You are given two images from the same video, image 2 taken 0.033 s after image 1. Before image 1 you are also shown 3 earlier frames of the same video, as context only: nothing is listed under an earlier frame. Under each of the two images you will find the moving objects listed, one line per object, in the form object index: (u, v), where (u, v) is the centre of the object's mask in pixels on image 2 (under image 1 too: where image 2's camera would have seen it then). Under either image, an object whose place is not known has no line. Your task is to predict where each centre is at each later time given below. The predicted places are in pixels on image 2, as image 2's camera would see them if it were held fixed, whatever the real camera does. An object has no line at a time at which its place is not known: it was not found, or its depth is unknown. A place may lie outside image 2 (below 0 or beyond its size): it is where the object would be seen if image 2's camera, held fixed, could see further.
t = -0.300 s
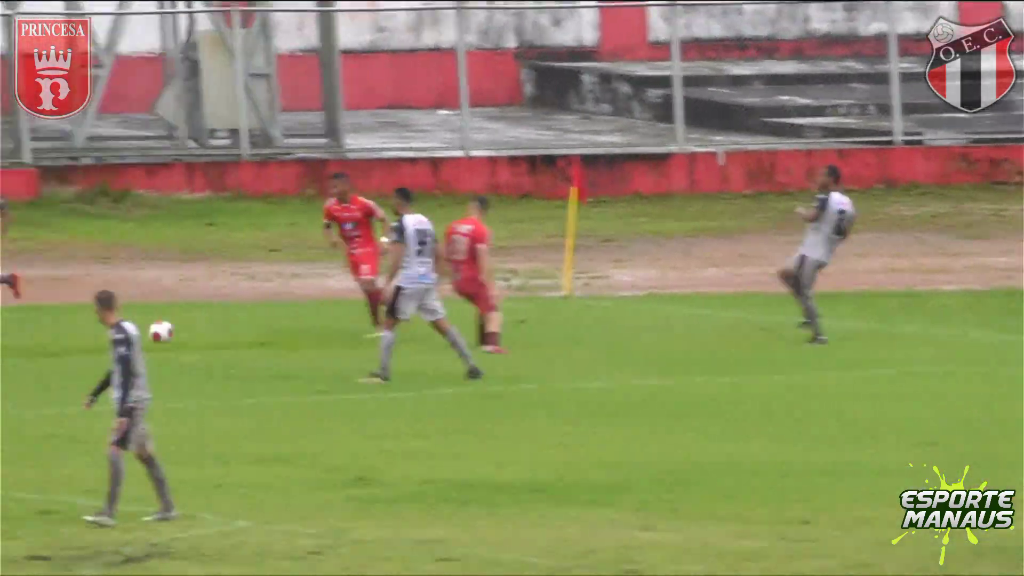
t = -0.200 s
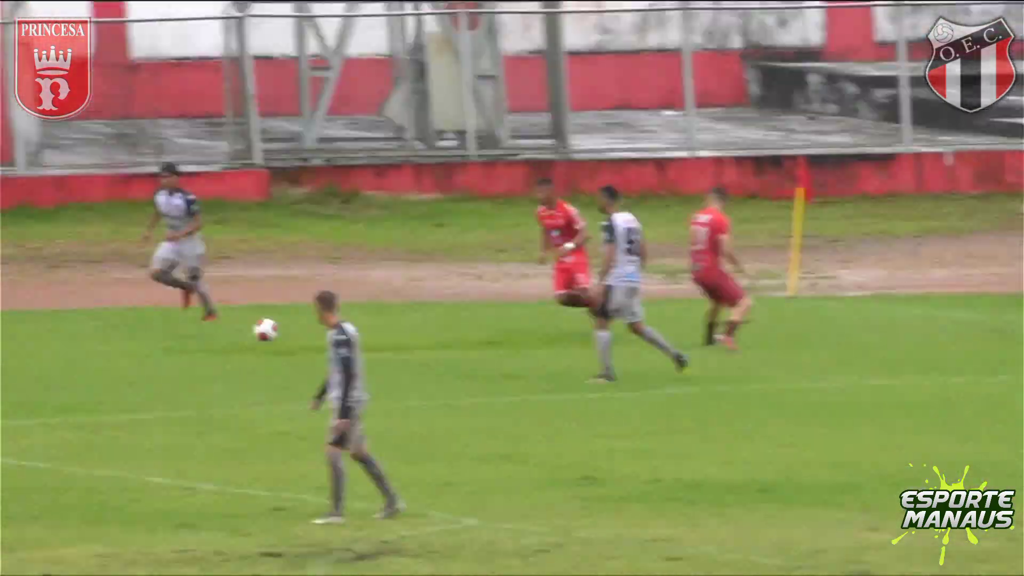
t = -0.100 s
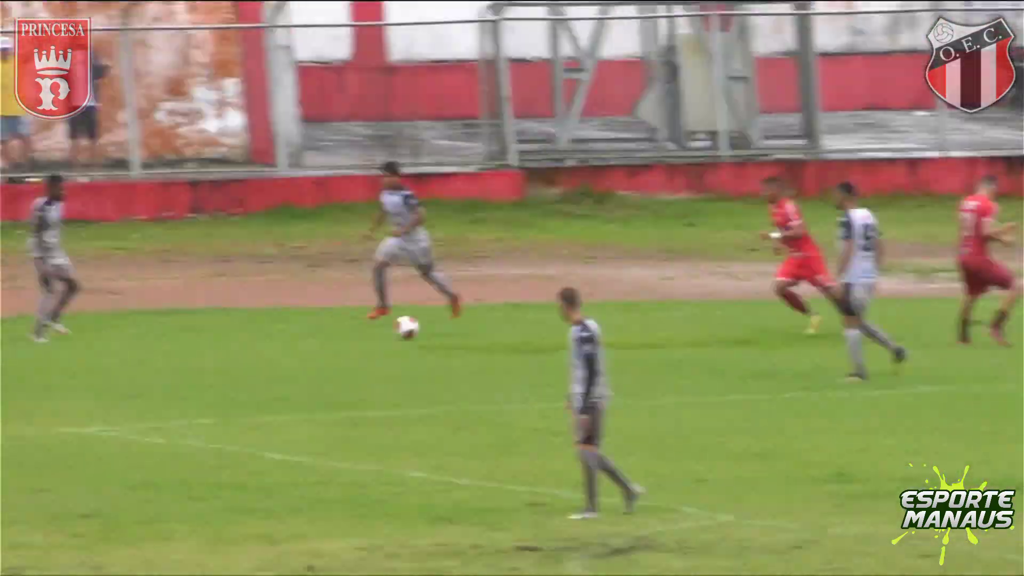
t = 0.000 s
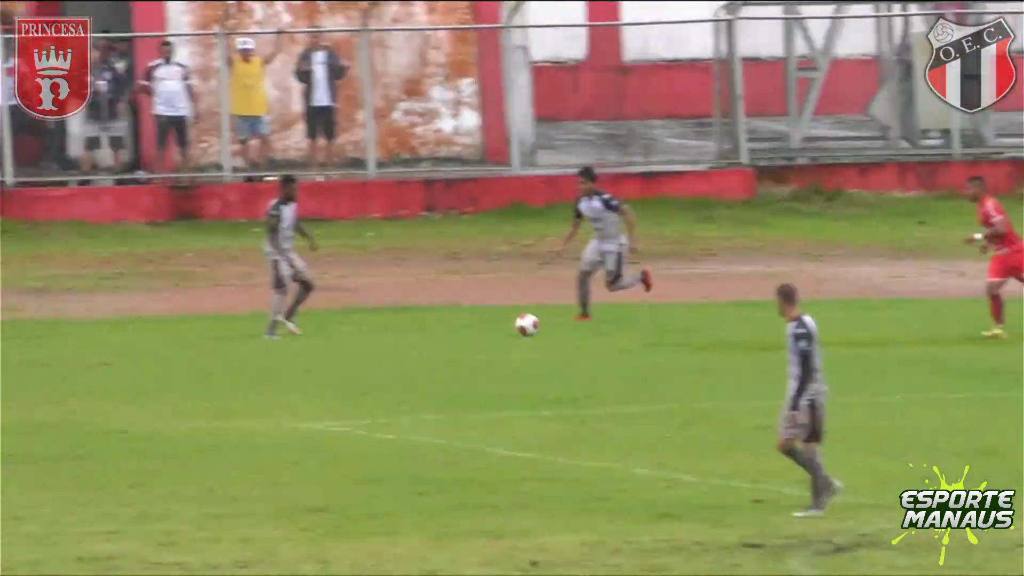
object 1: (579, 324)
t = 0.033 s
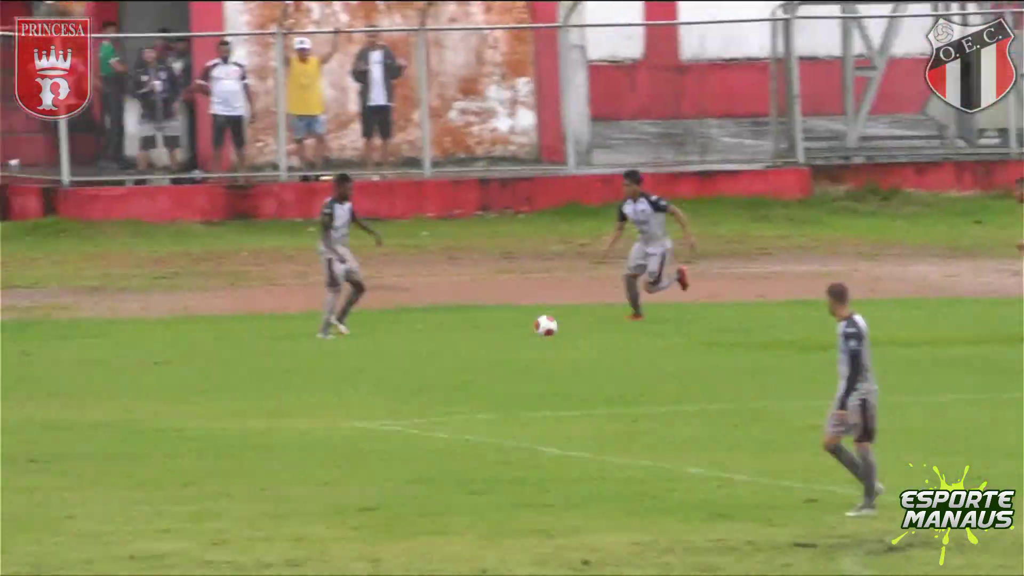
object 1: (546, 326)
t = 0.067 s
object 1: (514, 326)
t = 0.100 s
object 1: (485, 324)
